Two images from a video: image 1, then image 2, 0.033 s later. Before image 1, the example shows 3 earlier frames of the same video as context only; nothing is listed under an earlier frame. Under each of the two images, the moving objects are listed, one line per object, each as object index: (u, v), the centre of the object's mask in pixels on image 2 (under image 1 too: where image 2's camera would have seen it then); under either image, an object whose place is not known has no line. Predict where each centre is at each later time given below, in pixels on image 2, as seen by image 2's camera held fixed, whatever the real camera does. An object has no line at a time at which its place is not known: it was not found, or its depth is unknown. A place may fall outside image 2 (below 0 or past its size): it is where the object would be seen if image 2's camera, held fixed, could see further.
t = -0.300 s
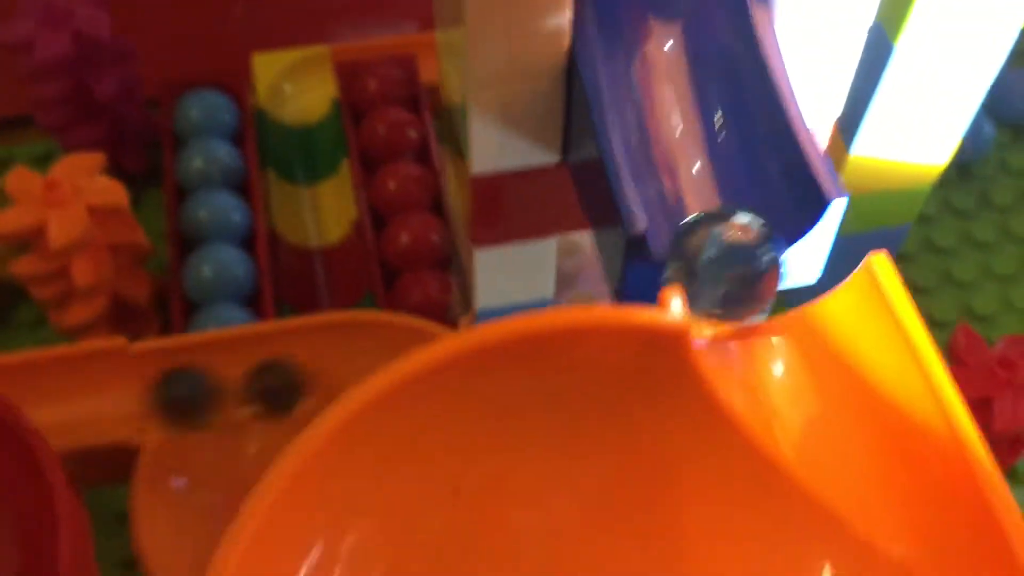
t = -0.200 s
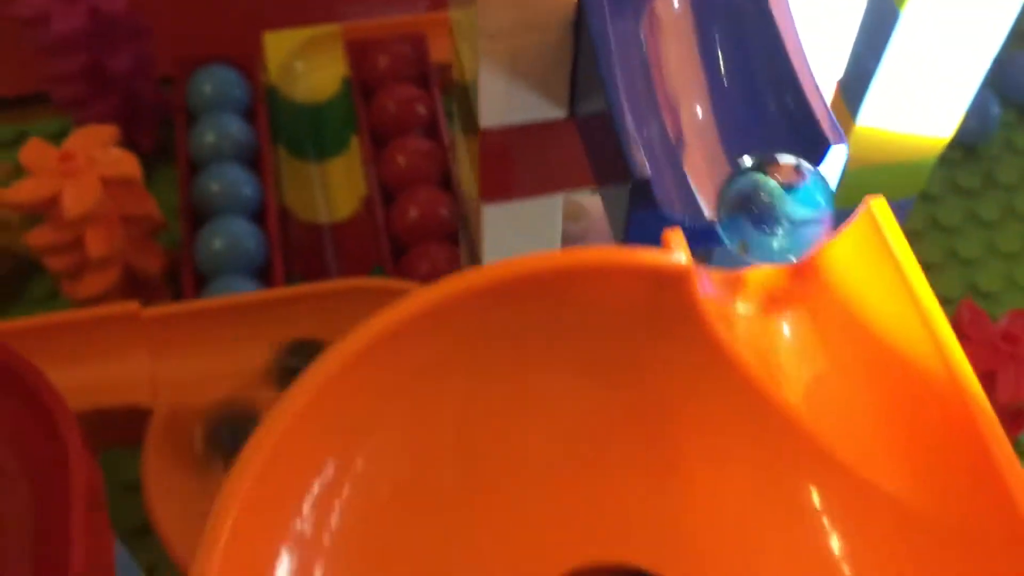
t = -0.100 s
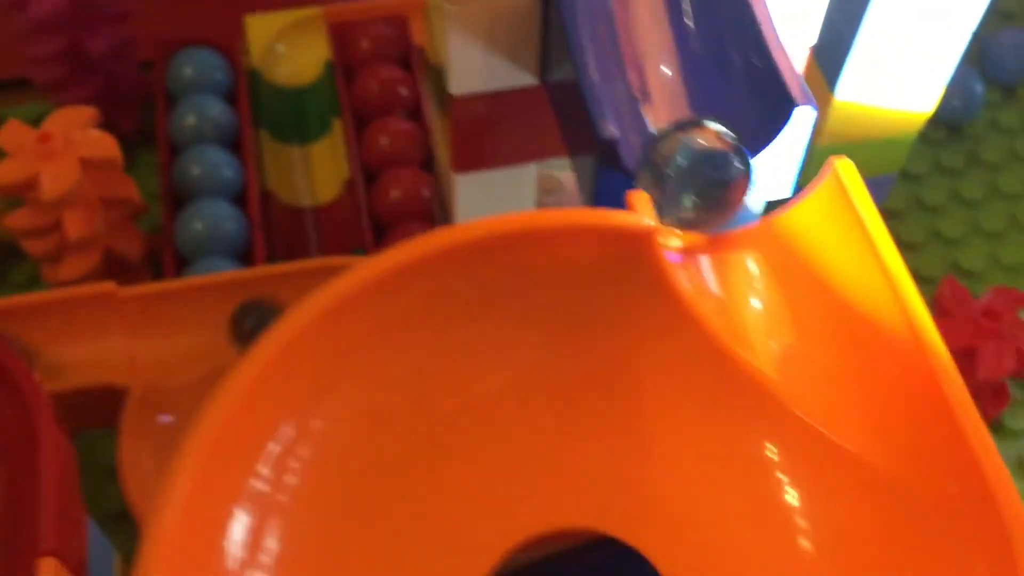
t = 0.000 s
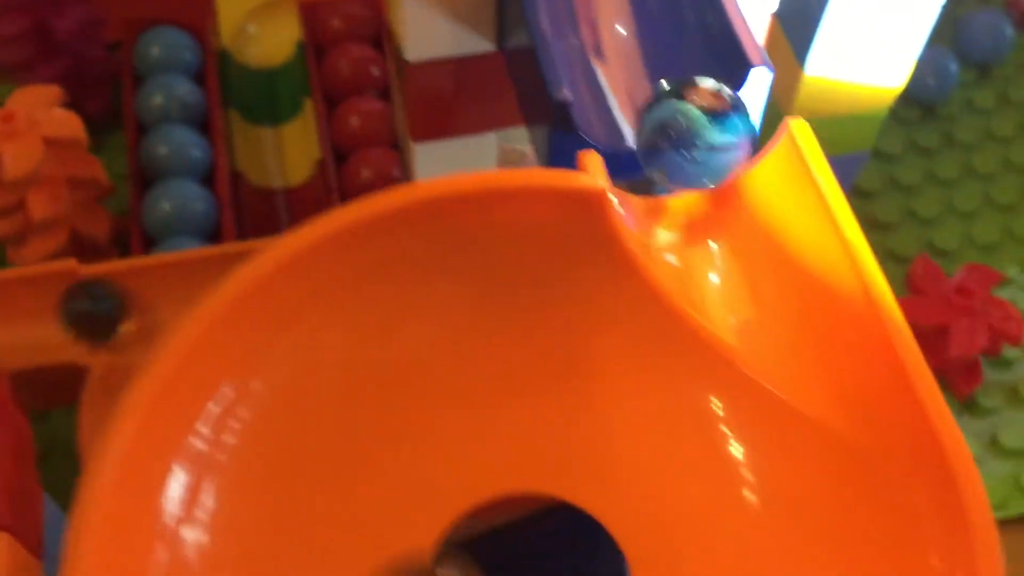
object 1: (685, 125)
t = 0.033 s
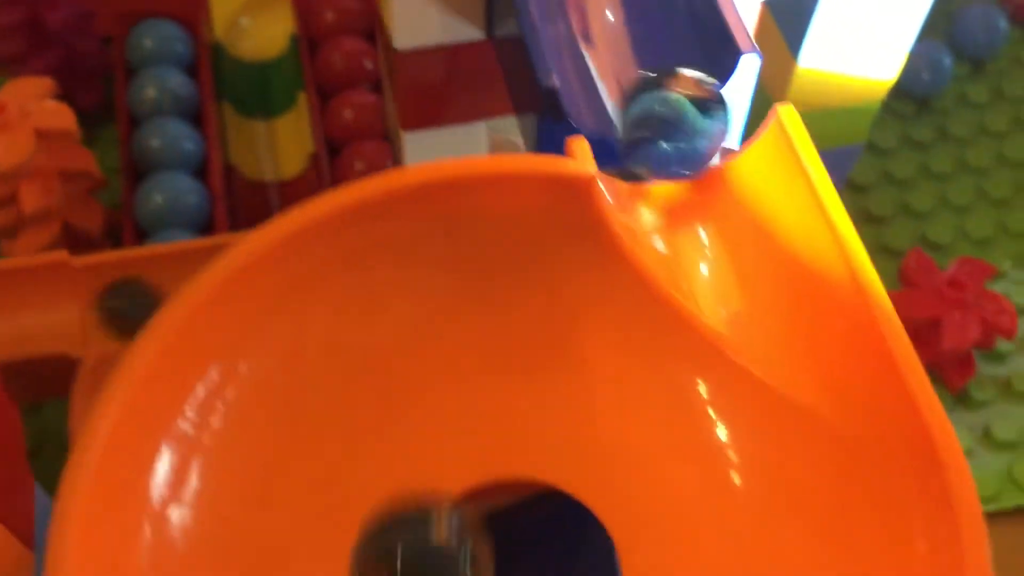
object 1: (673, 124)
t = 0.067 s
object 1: (650, 124)
